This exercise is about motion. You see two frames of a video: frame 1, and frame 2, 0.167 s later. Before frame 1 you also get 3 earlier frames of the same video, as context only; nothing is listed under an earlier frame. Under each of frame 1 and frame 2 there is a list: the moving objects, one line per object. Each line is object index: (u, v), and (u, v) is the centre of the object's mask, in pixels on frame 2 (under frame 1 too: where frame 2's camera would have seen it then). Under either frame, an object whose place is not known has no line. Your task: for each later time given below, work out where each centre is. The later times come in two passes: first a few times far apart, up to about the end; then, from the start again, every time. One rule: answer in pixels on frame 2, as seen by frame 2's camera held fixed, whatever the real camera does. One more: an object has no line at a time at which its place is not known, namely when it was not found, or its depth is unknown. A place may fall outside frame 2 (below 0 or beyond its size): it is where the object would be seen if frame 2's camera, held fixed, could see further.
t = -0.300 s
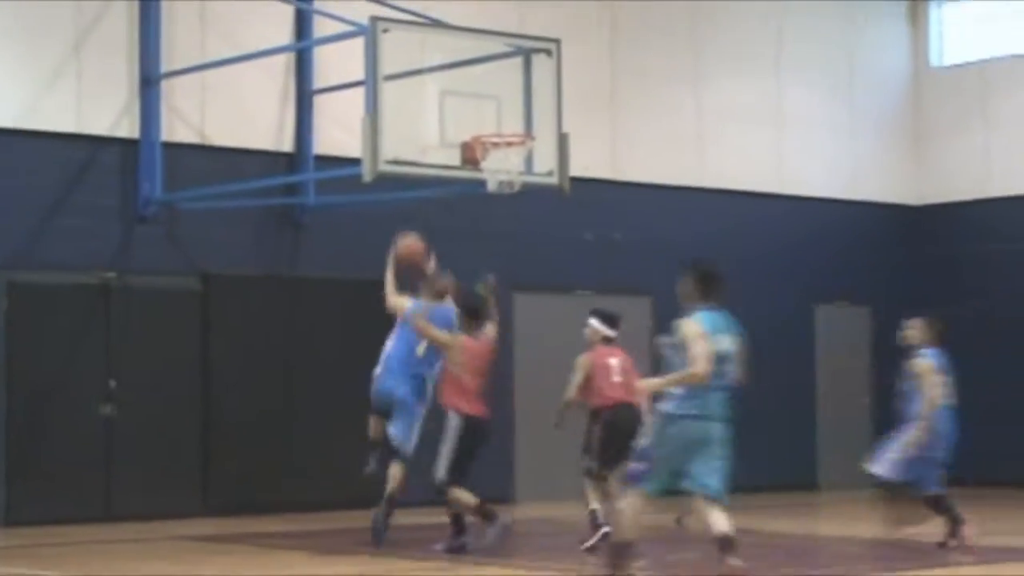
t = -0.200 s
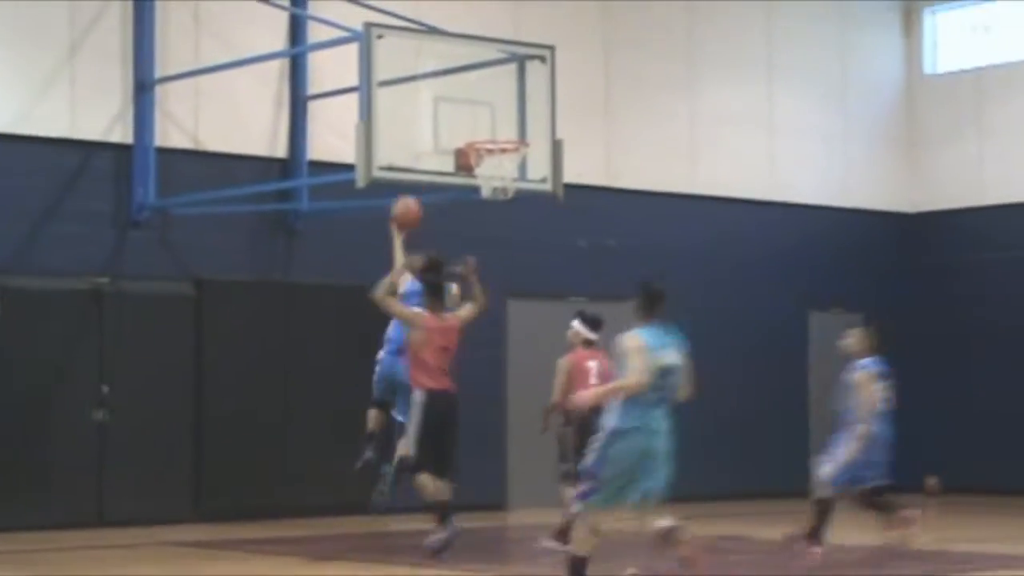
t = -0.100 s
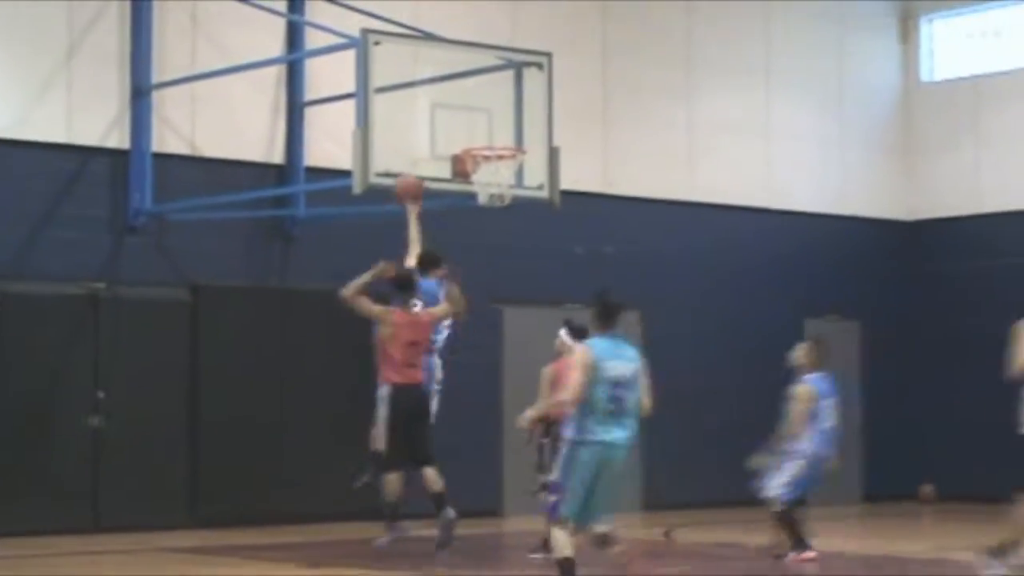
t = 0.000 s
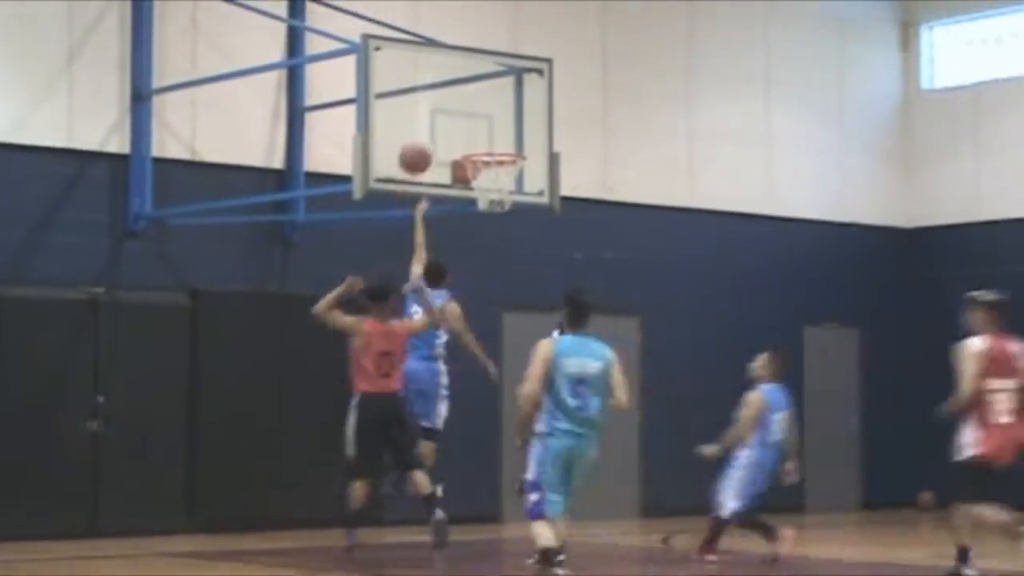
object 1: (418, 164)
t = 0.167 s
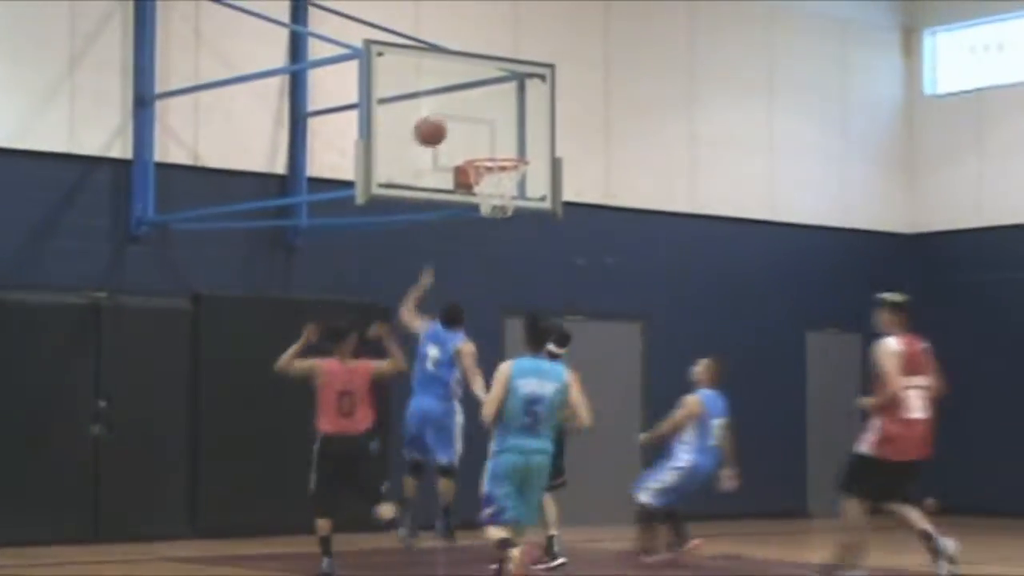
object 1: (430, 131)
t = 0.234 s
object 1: (442, 123)
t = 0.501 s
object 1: (489, 145)
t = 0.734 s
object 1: (508, 162)
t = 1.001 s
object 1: (482, 197)
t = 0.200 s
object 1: (436, 127)
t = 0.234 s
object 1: (442, 123)
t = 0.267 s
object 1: (447, 122)
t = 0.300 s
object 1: (453, 121)
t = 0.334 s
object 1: (460, 122)
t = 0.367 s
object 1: (465, 124)
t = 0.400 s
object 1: (471, 128)
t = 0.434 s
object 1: (477, 133)
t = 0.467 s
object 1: (483, 139)
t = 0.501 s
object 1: (489, 145)
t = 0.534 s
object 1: (491, 145)
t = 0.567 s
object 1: (495, 144)
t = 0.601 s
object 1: (498, 145)
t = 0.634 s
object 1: (501, 147)
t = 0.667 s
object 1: (505, 149)
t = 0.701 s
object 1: (507, 157)
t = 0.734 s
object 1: (508, 162)
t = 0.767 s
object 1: (506, 164)
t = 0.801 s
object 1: (502, 168)
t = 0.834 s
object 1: (496, 173)
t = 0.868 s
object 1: (497, 179)
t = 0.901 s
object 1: (493, 183)
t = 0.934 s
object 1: (492, 188)
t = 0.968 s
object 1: (482, 197)
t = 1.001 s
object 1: (482, 197)
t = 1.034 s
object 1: (493, 209)
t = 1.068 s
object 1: (492, 209)
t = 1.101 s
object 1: (494, 210)
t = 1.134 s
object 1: (493, 214)
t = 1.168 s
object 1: (494, 219)
